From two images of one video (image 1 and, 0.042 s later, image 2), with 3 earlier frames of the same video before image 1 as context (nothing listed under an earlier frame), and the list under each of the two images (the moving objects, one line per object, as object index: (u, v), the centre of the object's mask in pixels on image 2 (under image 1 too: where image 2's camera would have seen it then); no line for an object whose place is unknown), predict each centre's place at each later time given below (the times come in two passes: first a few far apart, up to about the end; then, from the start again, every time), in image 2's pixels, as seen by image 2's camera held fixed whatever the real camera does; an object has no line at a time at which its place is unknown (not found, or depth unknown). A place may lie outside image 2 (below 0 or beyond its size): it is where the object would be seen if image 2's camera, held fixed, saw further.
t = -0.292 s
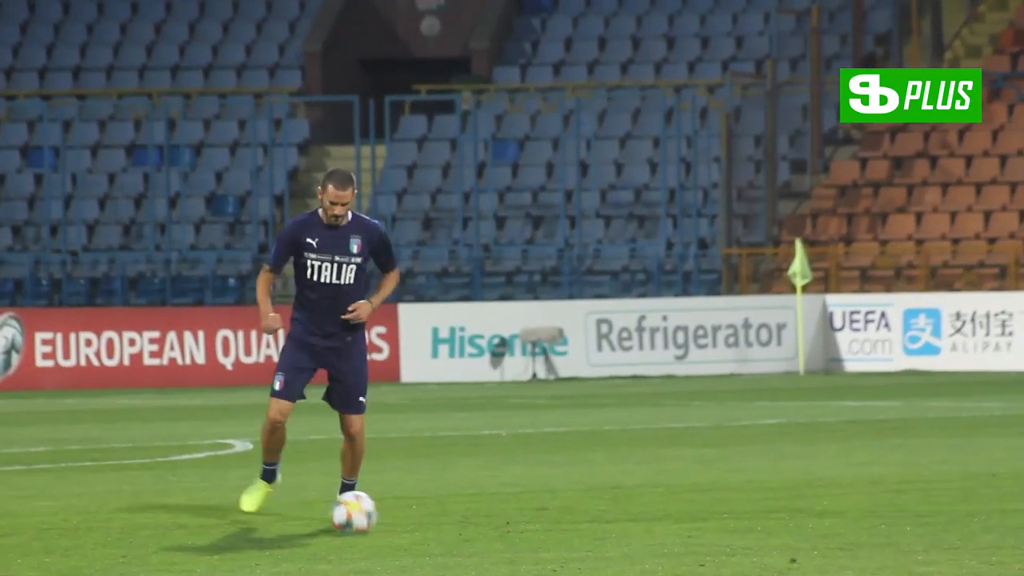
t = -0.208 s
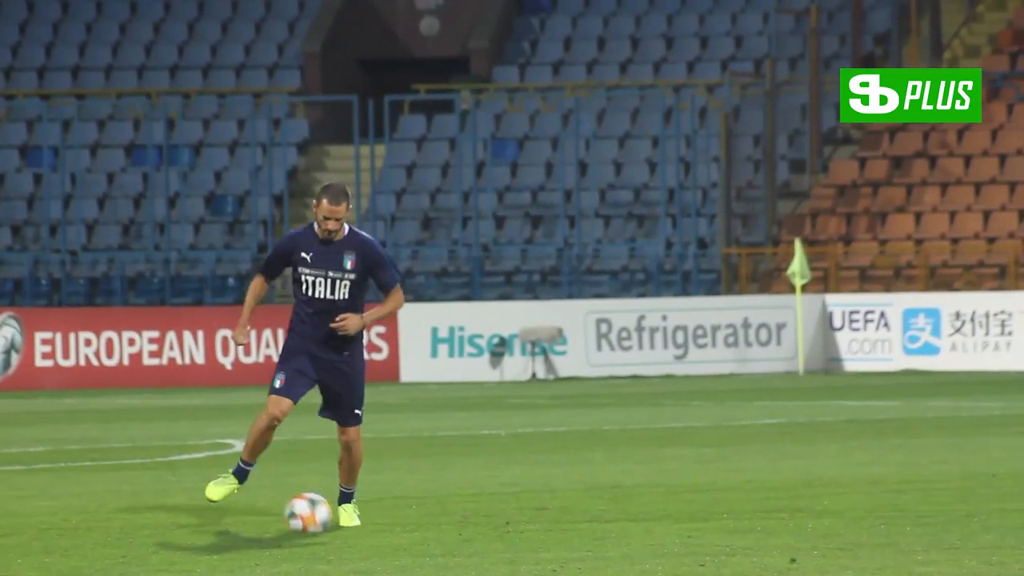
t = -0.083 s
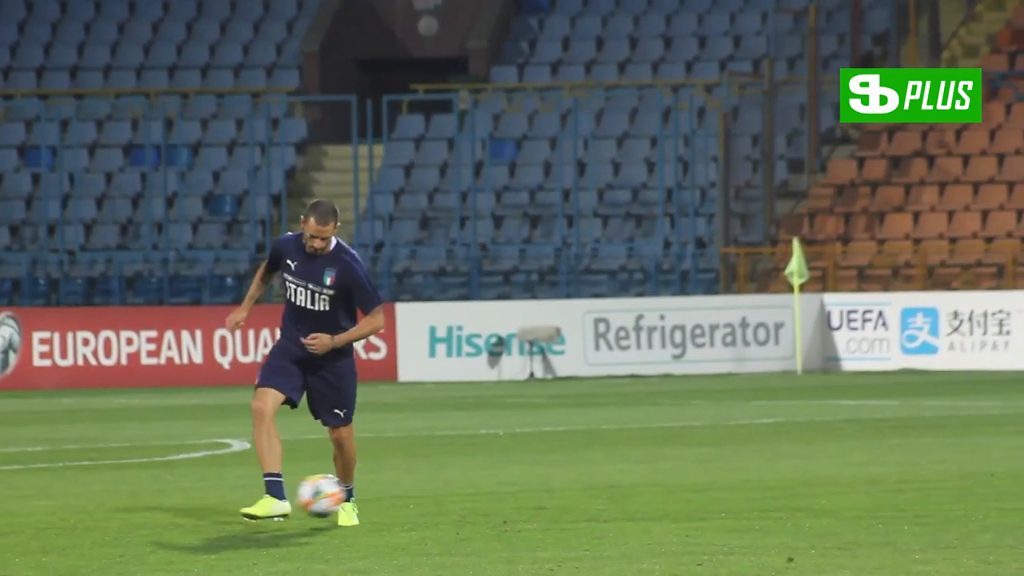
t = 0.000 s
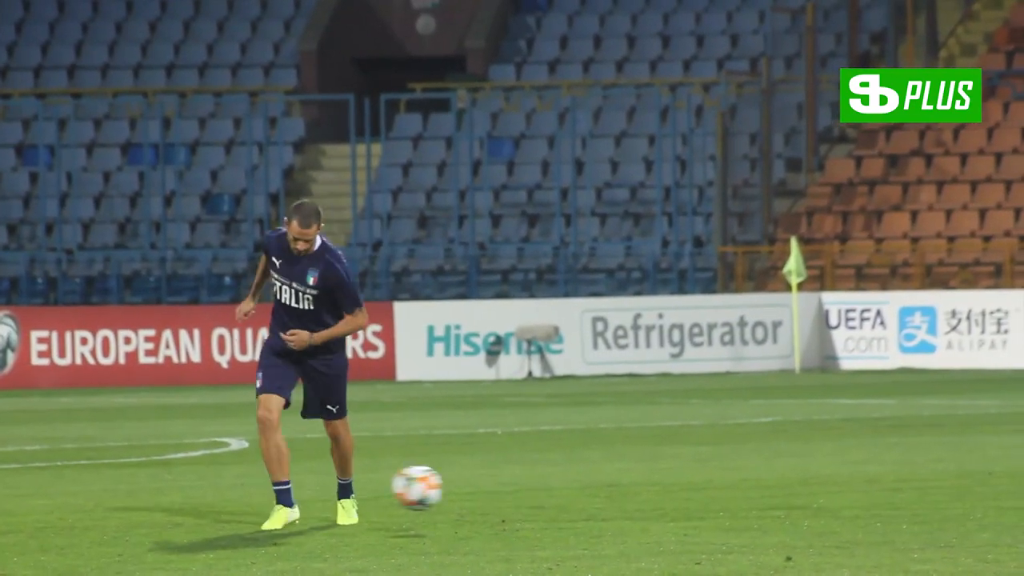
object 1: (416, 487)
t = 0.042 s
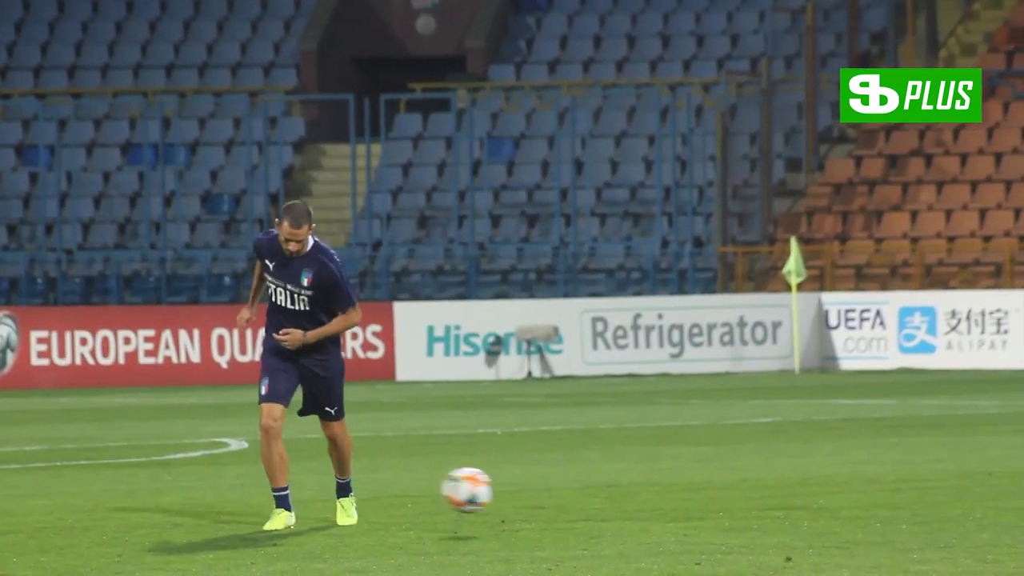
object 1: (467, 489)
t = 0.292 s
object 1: (769, 506)
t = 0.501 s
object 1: (1000, 522)
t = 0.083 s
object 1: (518, 495)
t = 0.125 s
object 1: (571, 503)
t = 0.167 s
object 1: (625, 515)
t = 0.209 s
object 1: (675, 515)
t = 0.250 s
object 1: (721, 509)
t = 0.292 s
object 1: (769, 506)
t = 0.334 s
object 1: (817, 506)
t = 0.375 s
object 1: (867, 511)
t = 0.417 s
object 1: (916, 519)
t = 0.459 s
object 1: (967, 529)
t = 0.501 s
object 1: (1000, 522)
